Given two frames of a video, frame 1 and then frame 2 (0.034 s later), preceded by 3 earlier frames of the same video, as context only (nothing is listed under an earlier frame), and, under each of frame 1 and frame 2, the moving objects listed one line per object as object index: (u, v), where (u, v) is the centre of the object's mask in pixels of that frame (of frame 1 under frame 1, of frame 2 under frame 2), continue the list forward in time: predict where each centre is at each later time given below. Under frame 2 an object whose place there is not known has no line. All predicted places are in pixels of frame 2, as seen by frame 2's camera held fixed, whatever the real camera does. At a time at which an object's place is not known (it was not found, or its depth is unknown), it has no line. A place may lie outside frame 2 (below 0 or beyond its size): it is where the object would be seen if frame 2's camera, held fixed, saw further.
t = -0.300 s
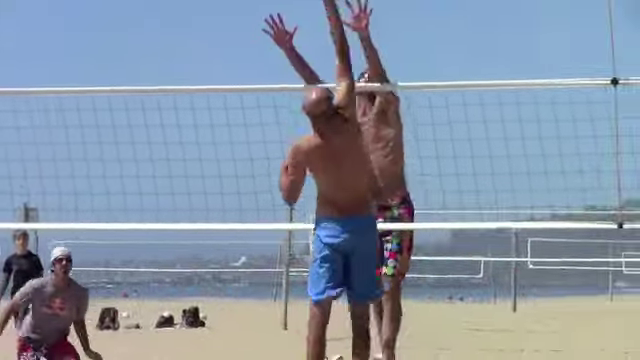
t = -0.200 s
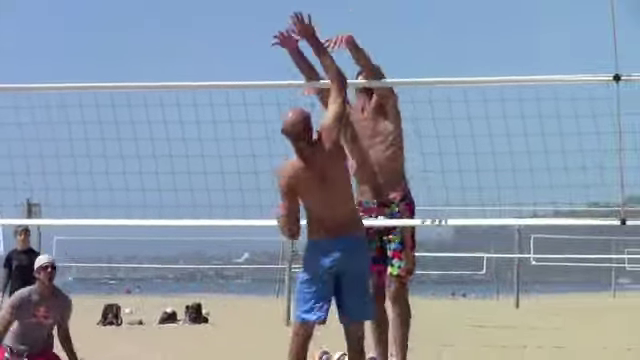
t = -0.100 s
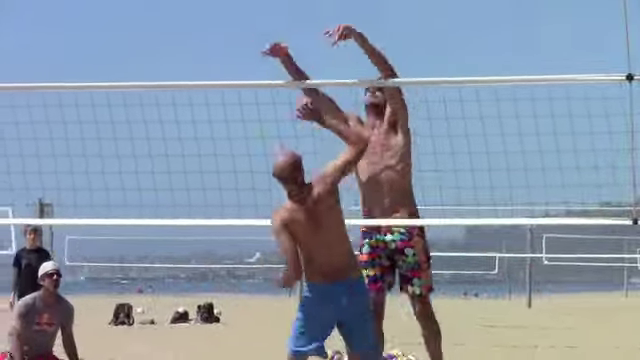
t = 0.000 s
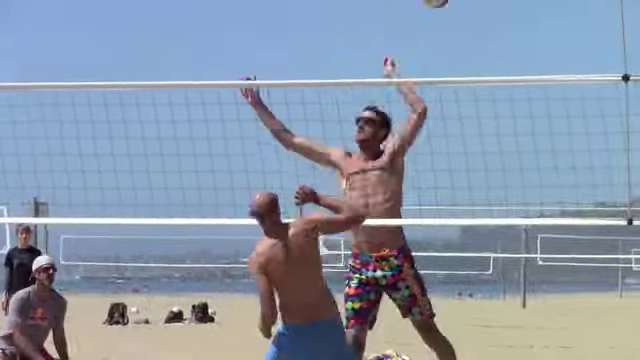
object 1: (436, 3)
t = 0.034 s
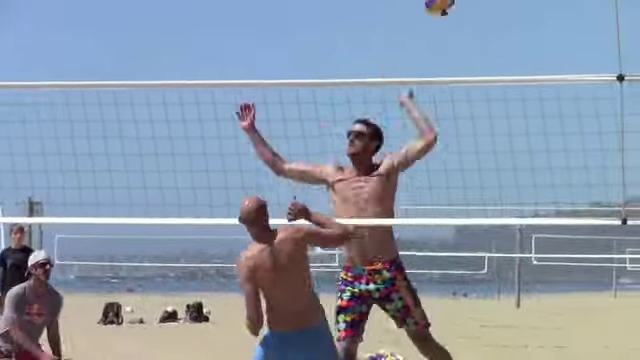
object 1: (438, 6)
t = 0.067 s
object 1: (448, 13)
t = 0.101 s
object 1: (456, 25)
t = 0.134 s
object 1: (464, 40)
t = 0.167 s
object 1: (472, 55)
